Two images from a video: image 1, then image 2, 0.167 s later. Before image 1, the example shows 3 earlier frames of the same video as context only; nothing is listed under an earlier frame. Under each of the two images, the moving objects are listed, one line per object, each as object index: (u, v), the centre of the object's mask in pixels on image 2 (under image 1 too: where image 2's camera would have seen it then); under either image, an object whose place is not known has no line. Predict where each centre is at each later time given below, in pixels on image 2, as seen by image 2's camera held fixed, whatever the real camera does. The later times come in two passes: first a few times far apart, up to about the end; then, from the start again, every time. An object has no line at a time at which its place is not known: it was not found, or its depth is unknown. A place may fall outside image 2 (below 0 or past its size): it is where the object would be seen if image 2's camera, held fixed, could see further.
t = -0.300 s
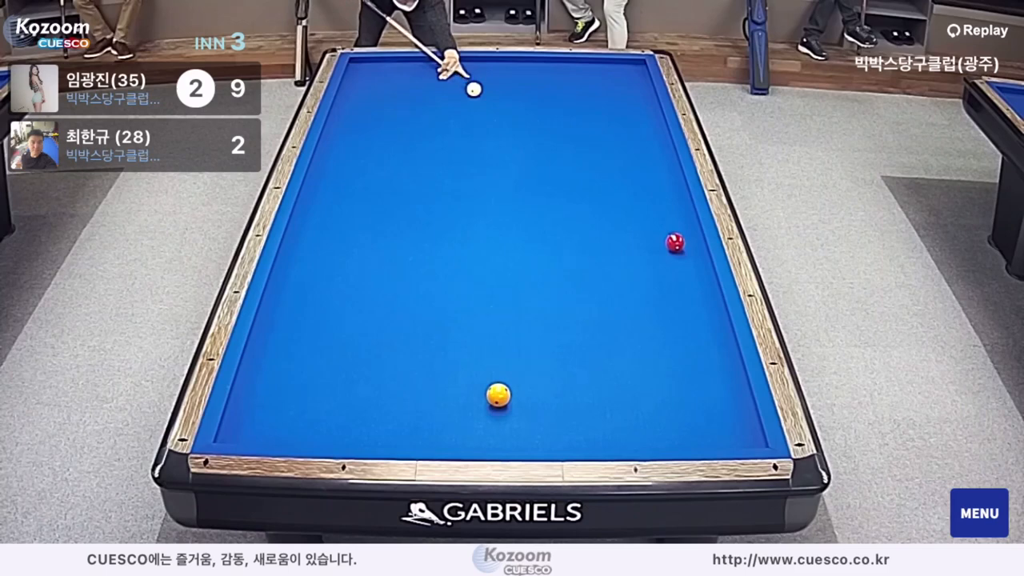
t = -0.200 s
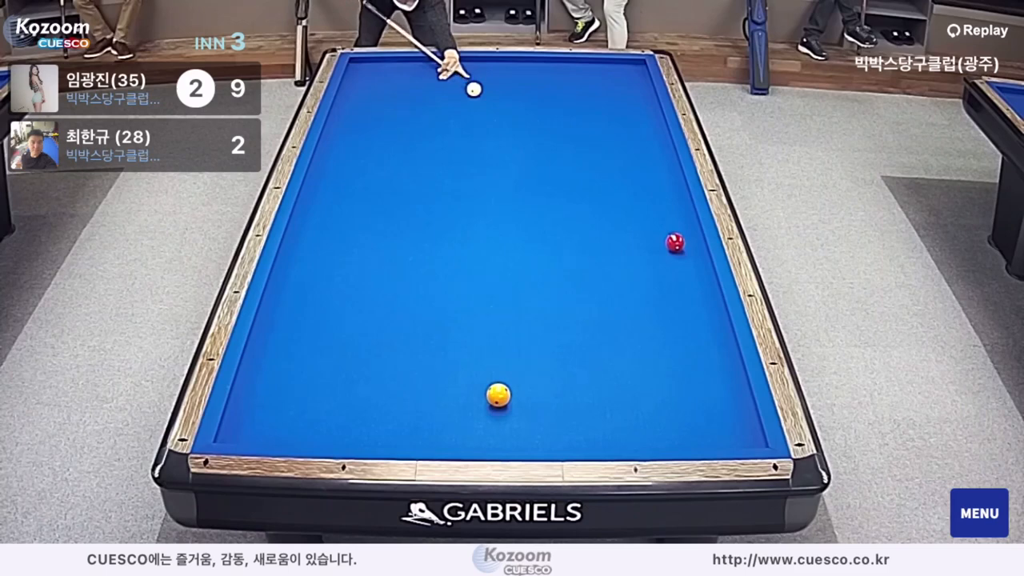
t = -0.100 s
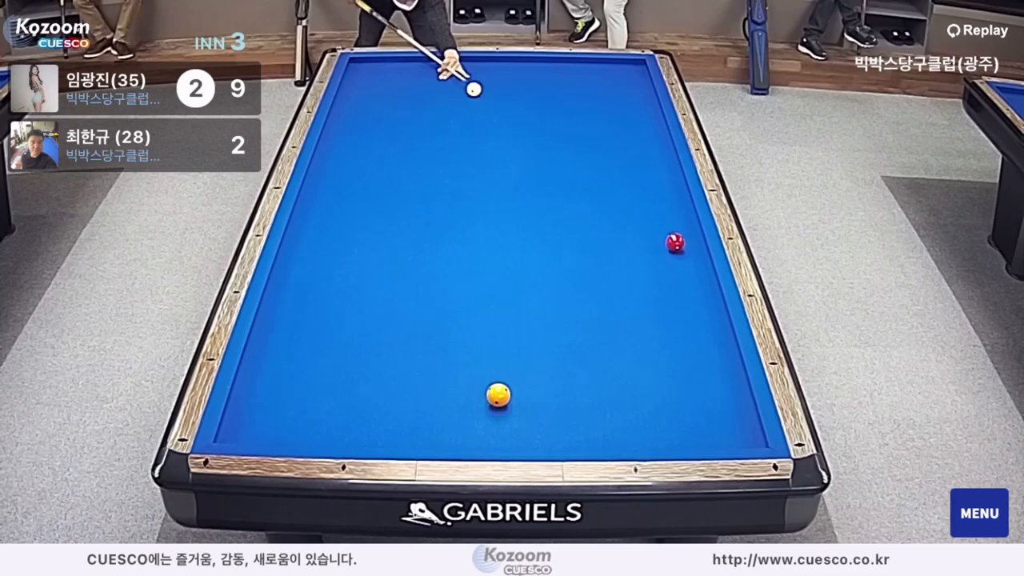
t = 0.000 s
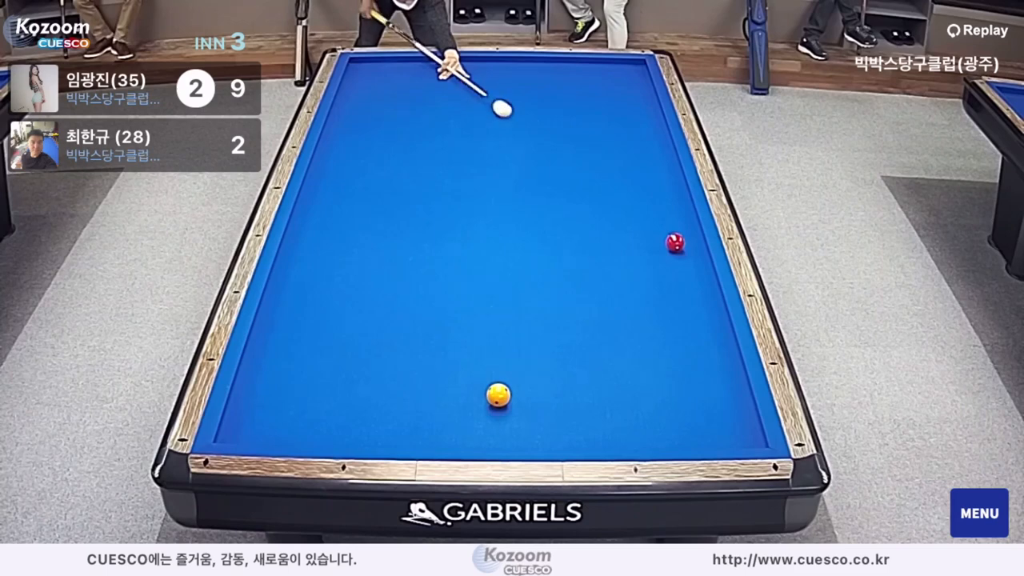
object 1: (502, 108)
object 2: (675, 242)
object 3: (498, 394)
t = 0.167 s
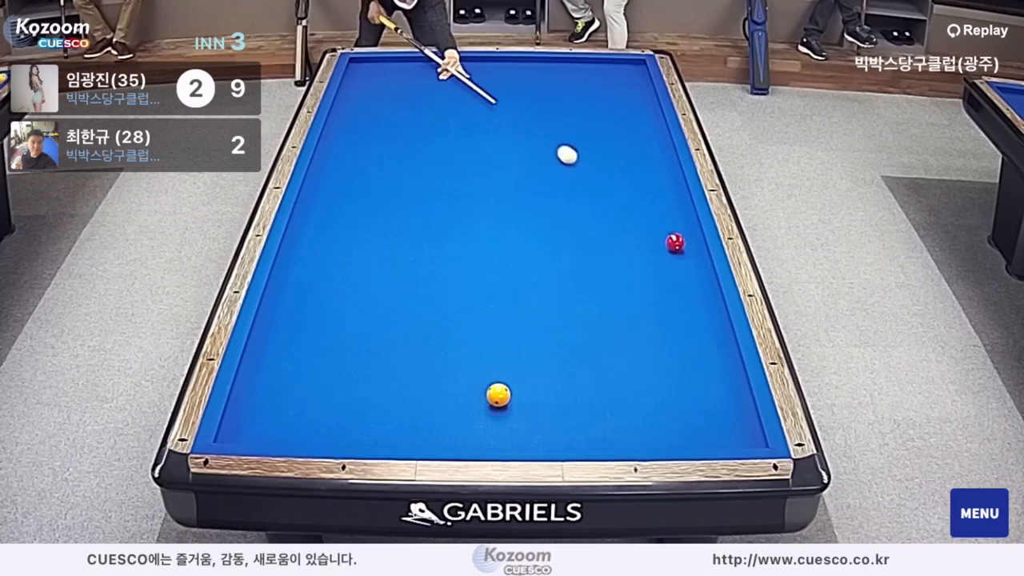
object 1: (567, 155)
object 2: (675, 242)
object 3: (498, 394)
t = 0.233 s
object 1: (595, 175)
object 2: (675, 242)
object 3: (498, 394)
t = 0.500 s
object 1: (672, 237)
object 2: (676, 279)
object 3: (498, 394)
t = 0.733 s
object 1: (588, 249)
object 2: (678, 365)
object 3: (498, 394)
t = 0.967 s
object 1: (519, 271)
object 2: (677, 438)
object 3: (498, 394)
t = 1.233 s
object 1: (438, 302)
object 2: (657, 374)
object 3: (498, 395)
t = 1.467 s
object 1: (363, 330)
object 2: (643, 332)
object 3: (498, 395)
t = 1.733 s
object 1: (273, 364)
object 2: (629, 290)
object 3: (498, 395)
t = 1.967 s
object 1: (273, 389)
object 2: (618, 257)
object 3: (498, 395)
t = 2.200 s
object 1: (306, 412)
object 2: (608, 228)
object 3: (498, 395)
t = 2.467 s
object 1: (345, 438)
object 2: (597, 199)
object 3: (498, 395)
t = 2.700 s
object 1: (377, 431)
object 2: (589, 175)
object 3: (498, 395)
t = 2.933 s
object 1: (408, 419)
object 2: (581, 154)
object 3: (498, 395)
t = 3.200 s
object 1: (441, 406)
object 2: (574, 132)
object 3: (498, 395)
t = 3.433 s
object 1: (469, 396)
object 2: (567, 115)
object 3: (498, 395)
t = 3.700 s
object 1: (480, 383)
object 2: (561, 97)
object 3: (512, 396)
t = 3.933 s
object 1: (486, 372)
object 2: (556, 82)
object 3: (525, 397)
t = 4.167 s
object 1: (492, 361)
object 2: (551, 69)
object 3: (537, 398)
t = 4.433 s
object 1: (497, 351)
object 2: (547, 63)
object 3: (549, 400)
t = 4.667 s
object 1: (502, 342)
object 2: (546, 70)
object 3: (560, 400)
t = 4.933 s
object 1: (515, 317)
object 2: (541, 96)
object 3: (589, 404)
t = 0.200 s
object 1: (581, 165)
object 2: (675, 242)
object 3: (498, 394)
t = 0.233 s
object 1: (595, 175)
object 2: (675, 242)
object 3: (498, 394)
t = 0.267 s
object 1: (610, 186)
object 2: (675, 242)
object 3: (498, 394)
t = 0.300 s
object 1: (626, 198)
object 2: (675, 242)
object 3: (498, 394)
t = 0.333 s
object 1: (642, 209)
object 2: (675, 242)
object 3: (498, 394)
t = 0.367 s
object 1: (659, 222)
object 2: (675, 242)
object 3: (498, 394)
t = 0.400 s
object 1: (677, 231)
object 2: (675, 246)
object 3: (498, 394)
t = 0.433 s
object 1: (694, 235)
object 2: (675, 255)
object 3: (498, 394)
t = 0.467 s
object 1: (686, 236)
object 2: (675, 267)
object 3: (498, 394)
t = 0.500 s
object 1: (672, 237)
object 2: (676, 279)
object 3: (498, 394)
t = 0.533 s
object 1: (659, 238)
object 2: (676, 291)
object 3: (498, 394)
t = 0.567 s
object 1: (647, 239)
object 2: (677, 303)
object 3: (498, 394)
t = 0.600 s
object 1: (634, 241)
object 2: (677, 315)
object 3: (498, 394)
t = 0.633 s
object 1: (622, 242)
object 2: (677, 327)
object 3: (498, 394)
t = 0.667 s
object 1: (610, 244)
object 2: (677, 340)
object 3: (498, 394)
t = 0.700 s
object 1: (599, 247)
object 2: (677, 352)
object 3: (498, 394)
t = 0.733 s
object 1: (588, 249)
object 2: (678, 365)
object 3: (498, 394)
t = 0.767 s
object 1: (577, 251)
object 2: (678, 377)
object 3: (498, 394)
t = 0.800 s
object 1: (567, 254)
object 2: (678, 389)
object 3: (498, 394)
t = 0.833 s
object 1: (557, 257)
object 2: (678, 401)
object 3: (498, 394)
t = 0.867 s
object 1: (547, 261)
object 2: (679, 413)
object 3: (498, 394)
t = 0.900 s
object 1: (538, 264)
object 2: (679, 426)
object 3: (498, 394)
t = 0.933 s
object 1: (528, 268)
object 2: (679, 437)
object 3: (498, 394)
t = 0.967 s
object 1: (519, 271)
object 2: (677, 438)
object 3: (498, 394)
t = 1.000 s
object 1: (509, 275)
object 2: (674, 430)
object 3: (498, 394)
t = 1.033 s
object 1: (499, 279)
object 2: (671, 420)
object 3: (498, 394)
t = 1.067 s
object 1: (489, 283)
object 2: (669, 410)
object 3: (498, 394)
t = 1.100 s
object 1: (479, 286)
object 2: (666, 402)
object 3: (498, 395)
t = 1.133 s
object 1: (469, 290)
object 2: (664, 394)
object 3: (498, 394)
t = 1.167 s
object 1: (459, 294)
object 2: (661, 387)
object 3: (498, 395)
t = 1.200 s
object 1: (448, 298)
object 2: (659, 380)
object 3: (498, 395)
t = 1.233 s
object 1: (438, 302)
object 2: (657, 374)
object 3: (498, 395)
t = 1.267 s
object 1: (428, 306)
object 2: (655, 368)
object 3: (498, 395)
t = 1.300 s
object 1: (417, 310)
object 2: (653, 361)
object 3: (498, 395)
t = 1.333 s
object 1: (407, 314)
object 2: (651, 355)
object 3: (498, 395)
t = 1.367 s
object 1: (396, 318)
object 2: (649, 349)
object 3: (498, 395)
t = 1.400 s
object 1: (385, 322)
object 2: (647, 344)
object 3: (498, 395)
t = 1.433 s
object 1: (374, 326)
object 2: (645, 338)
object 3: (498, 395)
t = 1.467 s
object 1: (363, 330)
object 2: (643, 332)
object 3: (498, 395)
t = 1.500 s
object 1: (352, 334)
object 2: (641, 327)
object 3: (498, 395)
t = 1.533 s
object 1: (341, 339)
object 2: (639, 321)
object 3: (498, 395)
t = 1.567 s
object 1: (330, 343)
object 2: (637, 316)
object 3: (498, 394)
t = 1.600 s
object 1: (319, 347)
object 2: (635, 311)
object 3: (498, 395)
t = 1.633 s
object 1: (307, 351)
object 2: (634, 305)
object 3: (498, 395)
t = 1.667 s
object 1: (296, 356)
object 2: (632, 300)
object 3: (498, 395)
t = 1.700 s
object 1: (285, 360)
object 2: (630, 295)
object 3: (498, 395)
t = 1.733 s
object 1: (273, 364)
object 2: (629, 290)
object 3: (498, 395)
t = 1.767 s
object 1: (262, 369)
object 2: (627, 285)
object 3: (498, 395)
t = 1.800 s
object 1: (250, 373)
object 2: (625, 280)
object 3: (498, 395)
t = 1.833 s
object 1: (248, 377)
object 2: (624, 276)
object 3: (498, 395)
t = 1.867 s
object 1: (255, 380)
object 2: (622, 271)
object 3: (498, 395)
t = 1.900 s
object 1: (261, 383)
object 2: (620, 266)
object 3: (498, 395)
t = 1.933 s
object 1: (268, 386)
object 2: (619, 262)
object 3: (498, 395)
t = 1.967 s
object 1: (273, 389)
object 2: (618, 257)
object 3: (498, 395)
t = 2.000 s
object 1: (278, 393)
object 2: (616, 253)
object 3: (498, 395)
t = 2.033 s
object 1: (282, 396)
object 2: (614, 248)
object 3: (498, 395)
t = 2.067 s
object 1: (287, 399)
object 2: (613, 244)
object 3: (498, 395)
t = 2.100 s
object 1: (292, 402)
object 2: (612, 240)
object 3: (498, 395)
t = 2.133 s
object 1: (296, 406)
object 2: (610, 236)
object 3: (498, 395)
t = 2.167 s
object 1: (301, 409)
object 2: (609, 232)
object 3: (498, 395)
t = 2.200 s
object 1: (306, 412)
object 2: (608, 228)
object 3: (498, 395)
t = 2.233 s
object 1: (310, 415)
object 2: (606, 224)
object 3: (498, 395)
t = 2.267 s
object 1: (315, 419)
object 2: (605, 220)
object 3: (498, 395)
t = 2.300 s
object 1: (320, 422)
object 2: (604, 217)
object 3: (498, 395)
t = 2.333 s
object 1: (325, 426)
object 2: (602, 213)
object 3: (498, 395)
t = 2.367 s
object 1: (330, 429)
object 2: (601, 209)
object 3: (498, 395)
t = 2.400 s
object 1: (335, 432)
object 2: (599, 206)
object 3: (498, 395)
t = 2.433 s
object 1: (339, 435)
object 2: (599, 202)
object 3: (498, 395)
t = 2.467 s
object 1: (345, 438)
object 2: (597, 199)
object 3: (498, 395)
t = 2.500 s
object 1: (350, 439)
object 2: (596, 195)
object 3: (498, 395)
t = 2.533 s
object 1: (354, 438)
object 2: (595, 191)
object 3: (498, 395)
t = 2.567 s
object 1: (359, 437)
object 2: (594, 188)
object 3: (498, 395)
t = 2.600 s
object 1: (364, 436)
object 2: (592, 185)
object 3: (498, 395)
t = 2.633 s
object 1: (368, 434)
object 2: (591, 182)
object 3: (498, 395)
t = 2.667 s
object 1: (373, 432)
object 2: (590, 178)
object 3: (498, 395)
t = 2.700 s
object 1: (377, 431)
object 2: (589, 175)
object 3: (498, 395)
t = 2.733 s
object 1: (382, 429)
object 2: (588, 172)
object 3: (498, 395)
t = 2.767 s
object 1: (386, 427)
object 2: (587, 169)
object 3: (498, 395)
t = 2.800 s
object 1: (391, 426)
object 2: (586, 165)
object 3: (498, 395)
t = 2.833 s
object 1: (395, 424)
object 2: (584, 163)
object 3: (498, 395)
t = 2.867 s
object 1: (399, 422)
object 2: (583, 159)
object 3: (498, 395)
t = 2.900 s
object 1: (404, 421)
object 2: (583, 157)
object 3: (498, 395)
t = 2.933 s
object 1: (408, 419)
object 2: (581, 154)
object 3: (498, 395)
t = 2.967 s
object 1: (412, 418)
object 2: (580, 151)
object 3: (498, 395)
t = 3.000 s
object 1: (416, 416)
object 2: (580, 148)
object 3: (498, 395)
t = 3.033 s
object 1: (421, 414)
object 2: (578, 145)
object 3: (498, 395)
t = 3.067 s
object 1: (425, 413)
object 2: (578, 143)
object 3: (498, 395)
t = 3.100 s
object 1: (429, 411)
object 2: (576, 140)
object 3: (498, 395)
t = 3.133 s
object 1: (433, 410)
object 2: (575, 137)
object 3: (498, 395)
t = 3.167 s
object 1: (437, 408)
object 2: (575, 134)
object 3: (498, 395)
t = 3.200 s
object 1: (441, 406)
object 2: (574, 132)
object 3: (498, 395)
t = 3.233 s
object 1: (446, 405)
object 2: (573, 129)
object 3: (498, 395)
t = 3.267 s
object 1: (449, 403)
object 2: (572, 127)
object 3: (498, 395)
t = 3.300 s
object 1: (453, 402)
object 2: (571, 124)
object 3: (498, 395)
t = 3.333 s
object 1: (457, 400)
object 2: (570, 122)
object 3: (498, 395)
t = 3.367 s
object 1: (461, 399)
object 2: (569, 119)
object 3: (498, 395)
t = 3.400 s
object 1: (465, 397)
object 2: (569, 117)
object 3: (498, 395)
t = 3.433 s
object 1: (469, 396)
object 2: (567, 115)
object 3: (498, 395)
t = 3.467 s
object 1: (473, 394)
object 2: (567, 112)
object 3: (498, 395)
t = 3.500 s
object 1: (475, 393)
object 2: (566, 110)
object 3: (500, 395)
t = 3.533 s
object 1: (476, 391)
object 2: (565, 107)
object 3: (502, 395)
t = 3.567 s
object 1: (477, 389)
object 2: (564, 105)
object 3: (505, 395)
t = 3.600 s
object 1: (478, 387)
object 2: (563, 103)
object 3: (506, 395)
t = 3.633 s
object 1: (479, 386)
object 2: (563, 101)
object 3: (508, 396)
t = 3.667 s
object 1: (480, 384)
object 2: (562, 98)
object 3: (510, 396)
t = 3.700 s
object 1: (480, 383)
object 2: (561, 97)
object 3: (512, 396)
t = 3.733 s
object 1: (481, 381)
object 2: (560, 94)
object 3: (514, 396)
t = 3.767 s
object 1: (482, 379)
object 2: (560, 92)
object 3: (516, 396)
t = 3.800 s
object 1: (483, 378)
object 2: (559, 90)
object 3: (518, 396)
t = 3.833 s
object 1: (484, 376)
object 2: (558, 88)
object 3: (519, 397)
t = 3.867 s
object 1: (485, 375)
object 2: (557, 86)
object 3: (521, 397)
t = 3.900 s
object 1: (485, 373)
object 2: (557, 84)
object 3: (523, 397)
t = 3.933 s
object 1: (486, 372)
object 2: (556, 82)
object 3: (525, 397)
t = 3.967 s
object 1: (487, 370)
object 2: (555, 80)
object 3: (526, 397)
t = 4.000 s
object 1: (488, 369)
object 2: (554, 78)
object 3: (528, 398)
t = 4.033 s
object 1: (488, 367)
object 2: (554, 77)
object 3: (530, 398)
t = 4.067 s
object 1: (489, 366)
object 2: (553, 75)
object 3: (532, 398)
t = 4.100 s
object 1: (490, 364)
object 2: (552, 72)
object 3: (533, 398)
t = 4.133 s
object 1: (491, 363)
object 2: (551, 71)
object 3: (535, 398)
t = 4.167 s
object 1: (492, 361)
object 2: (551, 69)
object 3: (537, 398)
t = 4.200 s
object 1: (492, 360)
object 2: (550, 67)
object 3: (538, 399)
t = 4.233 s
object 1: (493, 359)
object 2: (550, 65)
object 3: (540, 399)
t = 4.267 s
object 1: (494, 357)
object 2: (549, 64)
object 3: (541, 399)
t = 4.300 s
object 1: (494, 356)
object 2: (548, 62)
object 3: (543, 399)
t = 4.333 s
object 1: (495, 355)
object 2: (548, 60)
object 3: (545, 399)
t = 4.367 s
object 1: (496, 353)
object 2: (547, 60)
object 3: (546, 399)
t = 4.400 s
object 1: (496, 352)
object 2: (547, 62)
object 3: (548, 399)
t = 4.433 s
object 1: (497, 351)
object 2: (547, 63)
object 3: (549, 400)
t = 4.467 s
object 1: (498, 349)
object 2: (547, 64)
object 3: (551, 400)
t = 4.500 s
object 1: (498, 348)
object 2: (547, 65)
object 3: (552, 400)
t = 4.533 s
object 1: (499, 347)
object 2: (546, 66)
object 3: (554, 400)
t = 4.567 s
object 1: (500, 346)
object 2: (546, 67)
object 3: (555, 400)
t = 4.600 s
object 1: (501, 344)
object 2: (546, 68)
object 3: (557, 400)
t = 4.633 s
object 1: (501, 343)
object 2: (546, 69)
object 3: (558, 400)
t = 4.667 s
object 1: (502, 342)
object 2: (546, 70)
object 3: (560, 400)
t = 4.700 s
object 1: (502, 341)
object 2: (545, 71)
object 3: (561, 400)
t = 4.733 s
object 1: (503, 340)
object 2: (545, 72)
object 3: (562, 401)
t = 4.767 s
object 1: (504, 339)
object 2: (545, 73)
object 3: (564, 401)
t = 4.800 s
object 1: (504, 337)
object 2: (545, 74)
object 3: (565, 401)
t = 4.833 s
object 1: (505, 336)
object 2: (545, 75)
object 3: (567, 401)
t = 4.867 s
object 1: (507, 333)
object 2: (544, 78)
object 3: (571, 401)
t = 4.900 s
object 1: (511, 325)
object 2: (543, 87)
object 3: (580, 403)
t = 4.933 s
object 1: (515, 317)
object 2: (541, 96)
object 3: (589, 404)
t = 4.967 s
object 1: (519, 311)
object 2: (539, 104)
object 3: (596, 404)
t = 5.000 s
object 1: (523, 305)
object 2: (538, 113)
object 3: (603, 405)
